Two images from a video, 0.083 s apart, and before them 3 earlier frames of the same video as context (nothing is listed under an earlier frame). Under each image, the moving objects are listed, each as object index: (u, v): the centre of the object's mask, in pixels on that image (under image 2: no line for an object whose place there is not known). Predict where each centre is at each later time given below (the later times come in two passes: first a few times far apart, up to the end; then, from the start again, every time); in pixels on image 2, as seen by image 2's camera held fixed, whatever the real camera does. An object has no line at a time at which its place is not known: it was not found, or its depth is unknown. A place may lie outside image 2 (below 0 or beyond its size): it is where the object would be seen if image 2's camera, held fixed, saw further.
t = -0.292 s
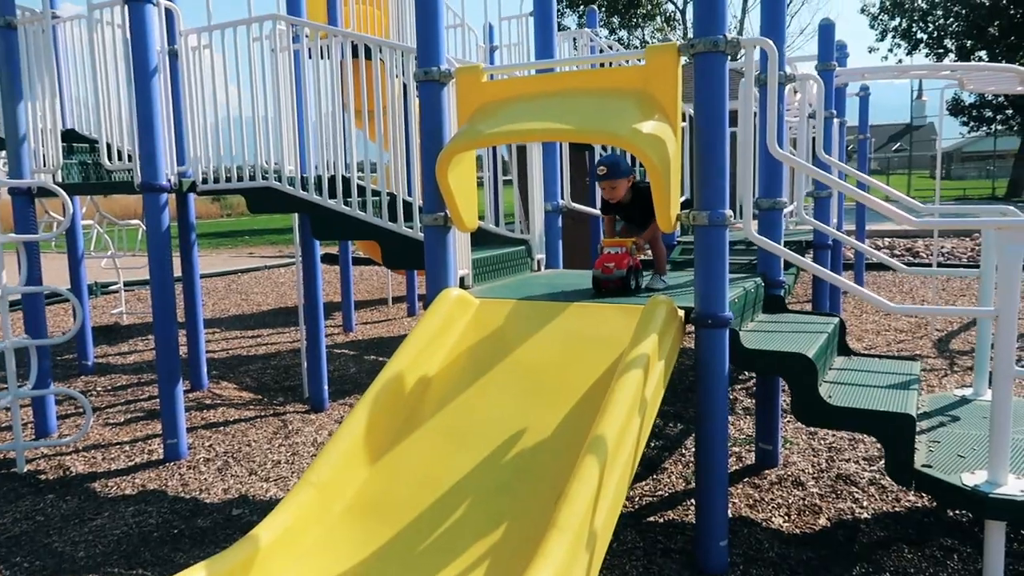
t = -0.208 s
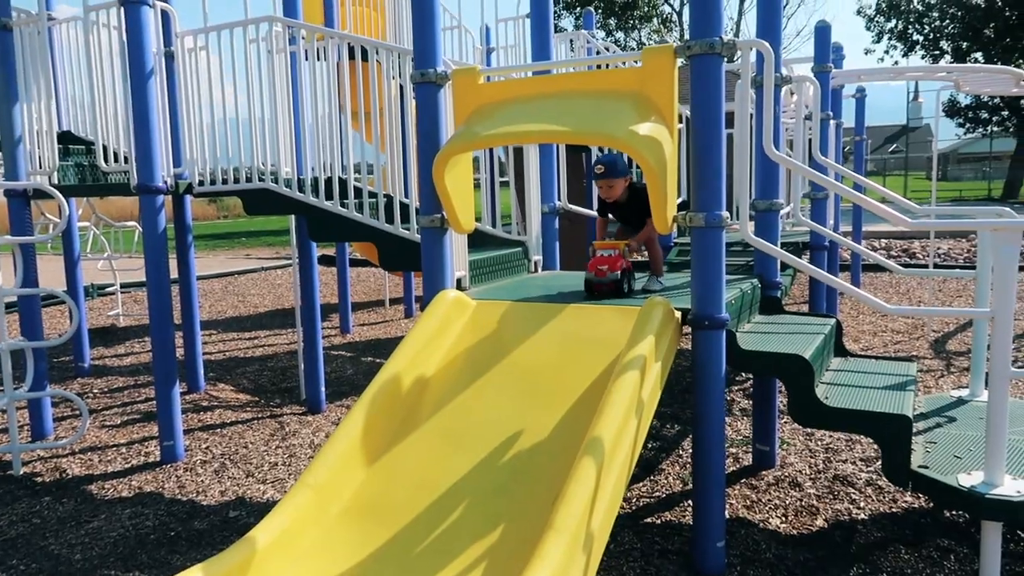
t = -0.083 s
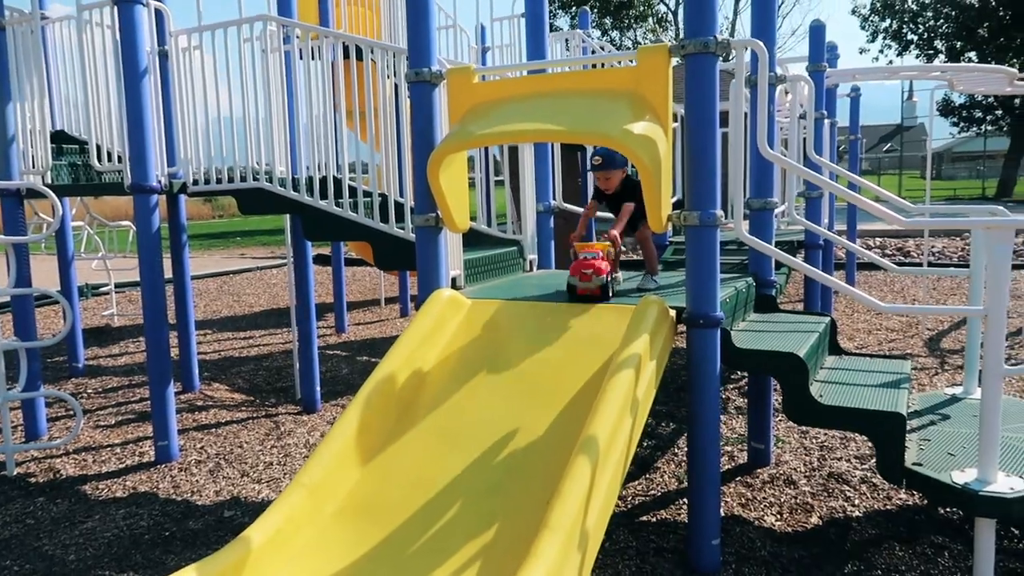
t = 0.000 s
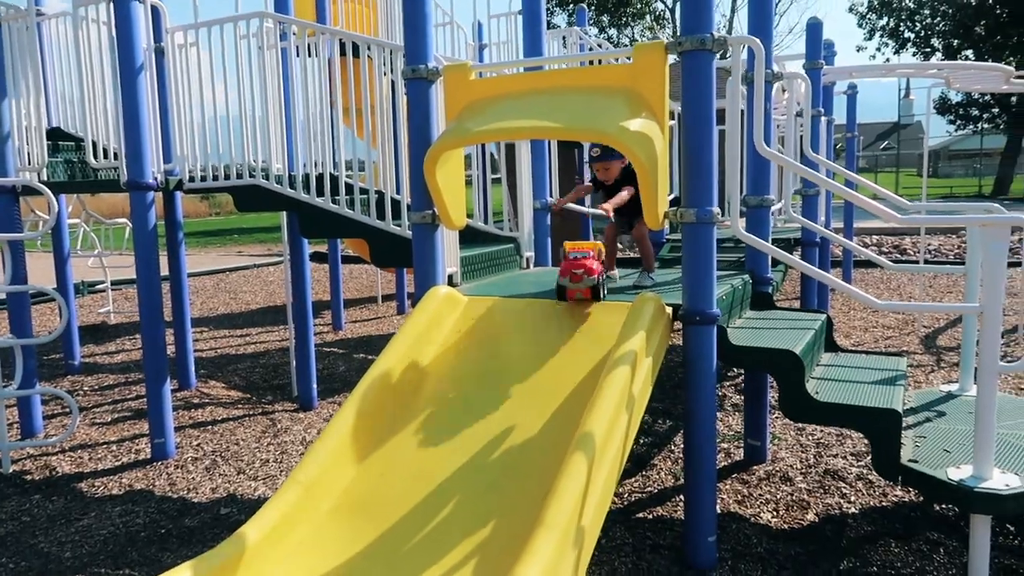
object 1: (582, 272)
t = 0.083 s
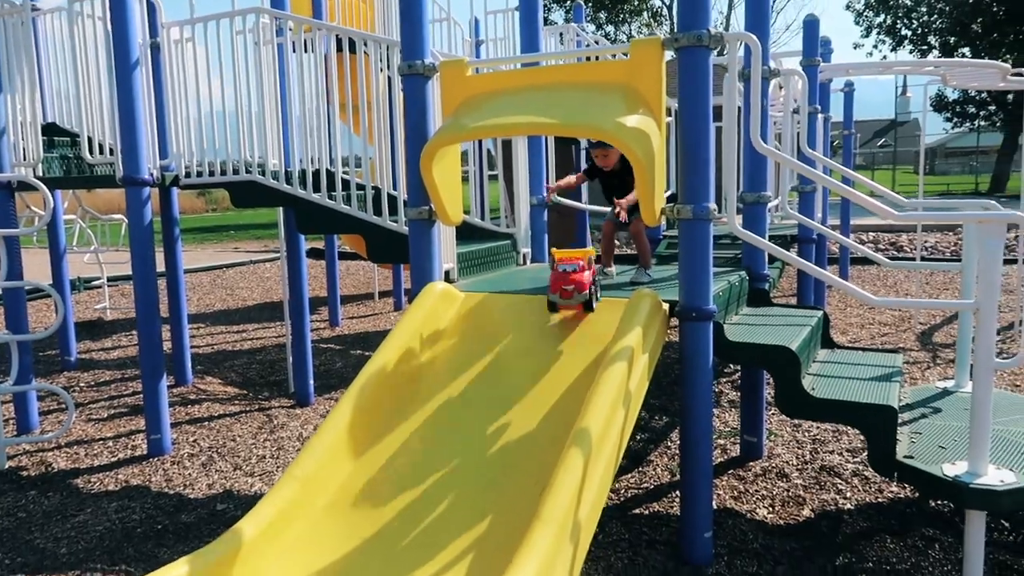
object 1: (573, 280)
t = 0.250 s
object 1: (558, 349)
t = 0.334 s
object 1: (546, 396)
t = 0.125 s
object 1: (570, 293)
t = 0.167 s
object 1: (567, 310)
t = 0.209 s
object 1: (564, 332)
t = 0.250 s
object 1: (558, 349)
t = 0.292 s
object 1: (552, 369)
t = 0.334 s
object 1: (546, 396)
